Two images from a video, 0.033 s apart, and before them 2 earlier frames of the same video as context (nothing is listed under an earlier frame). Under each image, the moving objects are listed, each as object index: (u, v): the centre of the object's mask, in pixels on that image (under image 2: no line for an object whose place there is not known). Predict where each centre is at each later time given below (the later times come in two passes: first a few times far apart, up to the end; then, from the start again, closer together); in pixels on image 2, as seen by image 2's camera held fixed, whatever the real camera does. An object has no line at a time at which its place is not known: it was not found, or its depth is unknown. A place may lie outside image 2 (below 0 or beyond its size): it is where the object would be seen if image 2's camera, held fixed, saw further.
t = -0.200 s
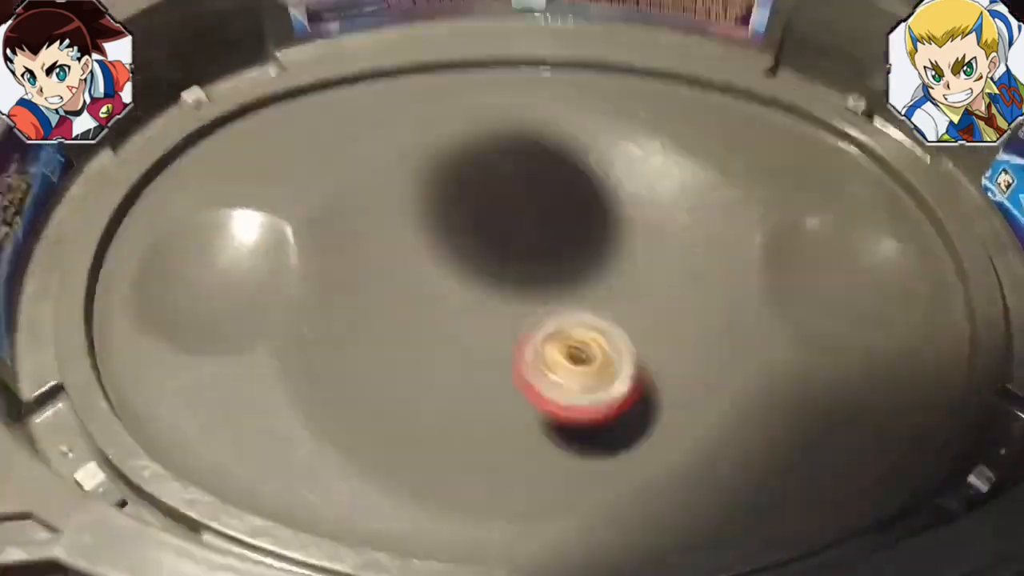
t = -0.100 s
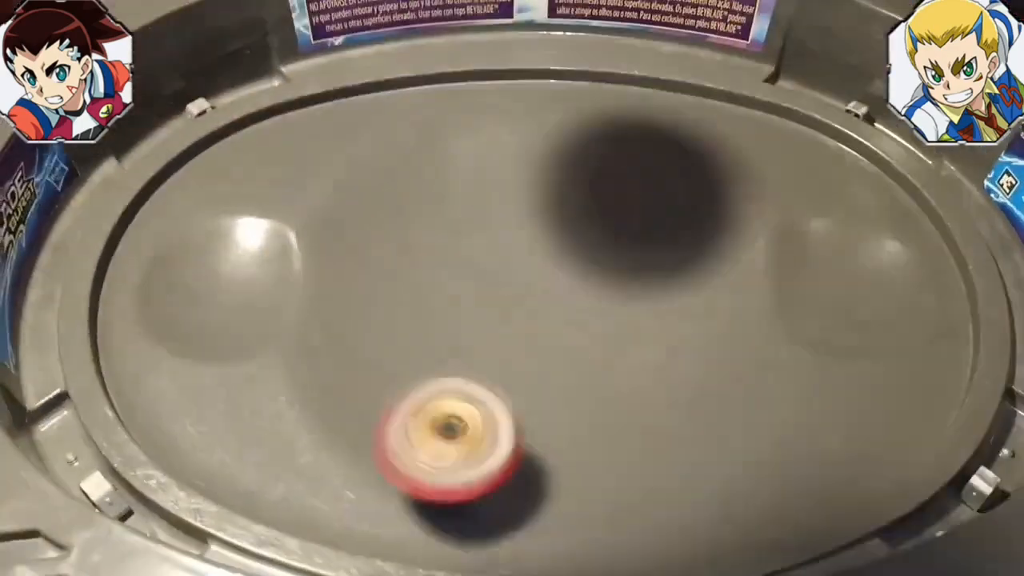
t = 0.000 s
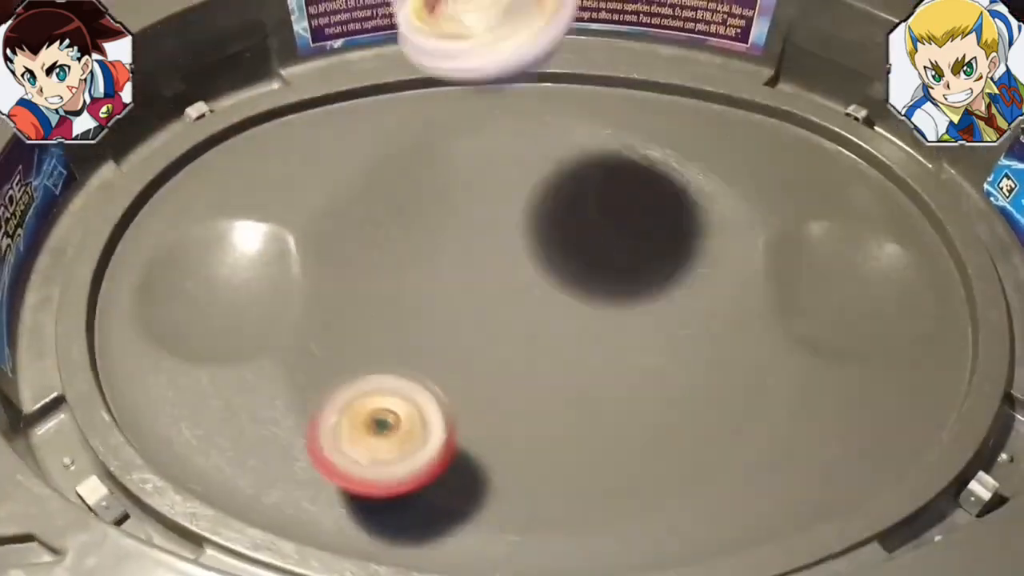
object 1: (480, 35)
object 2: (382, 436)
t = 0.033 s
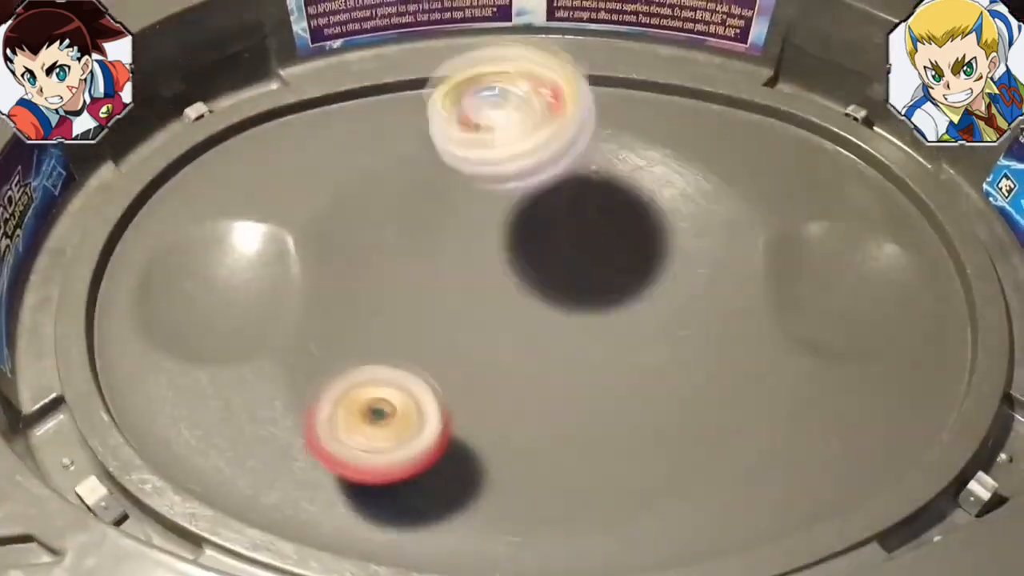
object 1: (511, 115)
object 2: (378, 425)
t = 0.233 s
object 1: (639, 299)
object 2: (428, 258)
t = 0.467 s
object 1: (858, 371)
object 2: (237, 51)
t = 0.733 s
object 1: (920, 365)
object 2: (239, 320)
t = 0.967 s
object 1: (899, 347)
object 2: (256, 376)
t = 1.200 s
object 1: (821, 332)
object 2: (554, 310)
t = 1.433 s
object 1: (599, 276)
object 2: (761, 104)
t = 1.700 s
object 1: (379, 270)
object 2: (684, 118)
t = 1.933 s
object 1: (470, 391)
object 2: (472, 266)
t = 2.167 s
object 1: (666, 345)
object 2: (453, 311)
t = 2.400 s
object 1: (630, 171)
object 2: (465, 361)
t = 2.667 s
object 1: (438, 227)
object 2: (597, 296)
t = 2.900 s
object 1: (488, 379)
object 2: (554, 236)
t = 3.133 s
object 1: (643, 335)
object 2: (494, 281)
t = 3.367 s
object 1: (584, 207)
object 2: (469, 367)
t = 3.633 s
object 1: (466, 260)
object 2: (538, 364)
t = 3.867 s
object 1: (432, 314)
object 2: (758, 335)
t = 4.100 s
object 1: (501, 336)
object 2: (888, 247)
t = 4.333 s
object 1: (563, 278)
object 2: (761, 272)
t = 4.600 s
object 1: (466, 219)
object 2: (534, 387)
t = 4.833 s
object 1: (453, 240)
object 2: (452, 455)
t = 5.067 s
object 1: (498, 234)
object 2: (493, 409)
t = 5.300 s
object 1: (593, 163)
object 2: (443, 406)
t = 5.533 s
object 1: (581, 198)
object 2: (504, 321)
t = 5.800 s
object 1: (611, 274)
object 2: (431, 363)
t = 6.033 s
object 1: (603, 326)
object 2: (439, 317)
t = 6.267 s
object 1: (585, 348)
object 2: (445, 207)
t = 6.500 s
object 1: (558, 333)
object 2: (535, 236)
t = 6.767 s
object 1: (468, 308)
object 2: (696, 236)
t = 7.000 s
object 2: (569, 361)
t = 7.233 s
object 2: (434, 395)
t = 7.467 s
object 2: (462, 332)
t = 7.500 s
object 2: (466, 320)
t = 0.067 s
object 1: (527, 214)
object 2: (382, 414)
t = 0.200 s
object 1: (575, 266)
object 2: (470, 316)
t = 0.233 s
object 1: (639, 299)
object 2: (428, 258)
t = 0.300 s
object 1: (741, 332)
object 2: (341, 148)
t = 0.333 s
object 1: (777, 343)
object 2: (308, 99)
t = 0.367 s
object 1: (801, 352)
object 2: (280, 74)
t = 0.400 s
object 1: (823, 360)
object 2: (259, 56)
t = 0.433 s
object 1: (839, 364)
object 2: (243, 38)
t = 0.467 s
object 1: (858, 371)
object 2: (237, 51)
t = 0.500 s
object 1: (871, 374)
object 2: (240, 89)
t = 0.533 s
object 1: (889, 379)
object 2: (245, 129)
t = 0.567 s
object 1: (902, 382)
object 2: (241, 134)
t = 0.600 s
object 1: (921, 384)
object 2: (244, 162)
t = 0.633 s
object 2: (251, 210)
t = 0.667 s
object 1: (923, 372)
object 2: (252, 248)
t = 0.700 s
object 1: (923, 371)
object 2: (245, 279)
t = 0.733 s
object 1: (920, 365)
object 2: (239, 320)
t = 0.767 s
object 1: (922, 364)
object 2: (232, 321)
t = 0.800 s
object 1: (920, 360)
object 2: (231, 339)
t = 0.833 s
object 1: (920, 358)
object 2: (229, 348)
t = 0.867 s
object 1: (915, 356)
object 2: (229, 356)
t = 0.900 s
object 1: (912, 352)
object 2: (235, 371)
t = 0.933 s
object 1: (907, 351)
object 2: (244, 376)
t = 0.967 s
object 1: (899, 347)
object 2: (256, 376)
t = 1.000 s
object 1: (893, 346)
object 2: (275, 372)
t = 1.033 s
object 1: (882, 343)
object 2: (298, 365)
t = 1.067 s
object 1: (873, 341)
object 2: (331, 360)
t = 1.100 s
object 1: (861, 340)
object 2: (377, 356)
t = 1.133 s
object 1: (849, 337)
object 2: (430, 349)
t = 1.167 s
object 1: (837, 336)
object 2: (492, 335)
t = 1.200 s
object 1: (821, 332)
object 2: (554, 310)
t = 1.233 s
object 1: (807, 330)
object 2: (608, 282)
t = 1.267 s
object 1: (786, 329)
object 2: (655, 249)
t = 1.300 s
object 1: (760, 324)
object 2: (692, 212)
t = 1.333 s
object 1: (726, 317)
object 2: (721, 175)
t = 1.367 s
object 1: (683, 306)
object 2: (737, 146)
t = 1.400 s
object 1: (641, 291)
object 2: (750, 127)
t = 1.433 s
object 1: (599, 276)
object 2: (761, 104)
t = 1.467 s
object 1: (558, 260)
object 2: (765, 93)
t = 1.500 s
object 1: (518, 247)
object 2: (757, 101)
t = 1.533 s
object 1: (480, 239)
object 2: (747, 106)
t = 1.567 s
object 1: (449, 234)
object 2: (736, 111)
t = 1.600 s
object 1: (426, 235)
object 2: (724, 114)
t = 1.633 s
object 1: (404, 242)
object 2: (713, 114)
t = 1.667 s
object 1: (389, 253)
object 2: (700, 114)
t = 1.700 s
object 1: (379, 270)
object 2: (684, 118)
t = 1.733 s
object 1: (374, 291)
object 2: (667, 122)
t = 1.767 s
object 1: (377, 310)
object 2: (645, 131)
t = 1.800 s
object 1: (383, 333)
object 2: (614, 148)
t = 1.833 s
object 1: (395, 352)
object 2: (578, 174)
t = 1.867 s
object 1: (413, 369)
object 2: (541, 204)
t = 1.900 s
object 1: (439, 383)
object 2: (504, 235)
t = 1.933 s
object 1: (470, 391)
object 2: (472, 266)
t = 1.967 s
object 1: (502, 400)
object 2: (444, 288)
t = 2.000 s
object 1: (542, 415)
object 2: (426, 285)
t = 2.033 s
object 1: (577, 415)
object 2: (417, 282)
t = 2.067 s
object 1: (610, 408)
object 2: (414, 285)
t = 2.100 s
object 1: (640, 394)
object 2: (420, 289)
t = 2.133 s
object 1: (657, 372)
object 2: (433, 298)
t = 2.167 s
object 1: (666, 345)
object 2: (453, 311)
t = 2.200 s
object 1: (666, 318)
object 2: (482, 323)
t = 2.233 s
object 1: (658, 293)
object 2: (517, 333)
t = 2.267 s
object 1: (666, 261)
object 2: (502, 344)
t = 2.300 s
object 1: (671, 230)
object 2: (483, 354)
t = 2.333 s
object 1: (665, 205)
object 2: (471, 358)
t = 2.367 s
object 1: (652, 185)
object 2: (464, 361)
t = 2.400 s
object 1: (630, 171)
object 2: (465, 361)
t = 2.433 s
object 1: (608, 165)
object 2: (473, 359)
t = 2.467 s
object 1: (581, 162)
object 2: (487, 355)
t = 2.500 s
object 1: (554, 164)
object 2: (506, 347)
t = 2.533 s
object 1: (528, 169)
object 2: (530, 337)
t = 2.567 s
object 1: (501, 178)
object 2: (552, 328)
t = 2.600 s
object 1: (477, 190)
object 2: (572, 316)
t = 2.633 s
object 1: (453, 206)
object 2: (587, 306)
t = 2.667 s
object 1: (438, 227)
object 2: (597, 296)
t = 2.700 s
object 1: (427, 249)
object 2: (600, 287)
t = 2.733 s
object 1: (423, 274)
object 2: (596, 279)
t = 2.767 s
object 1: (429, 299)
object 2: (589, 271)
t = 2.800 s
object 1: (441, 322)
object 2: (574, 267)
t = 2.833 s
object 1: (457, 342)
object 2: (559, 262)
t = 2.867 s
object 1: (469, 364)
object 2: (559, 246)
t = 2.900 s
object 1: (488, 379)
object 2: (554, 236)
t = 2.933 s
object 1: (511, 388)
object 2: (549, 230)
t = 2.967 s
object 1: (537, 391)
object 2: (542, 228)
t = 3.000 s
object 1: (563, 388)
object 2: (528, 231)
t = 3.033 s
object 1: (590, 381)
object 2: (517, 238)
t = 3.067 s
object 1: (612, 369)
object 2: (507, 249)
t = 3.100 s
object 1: (632, 353)
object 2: (499, 265)
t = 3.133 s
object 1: (643, 335)
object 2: (494, 281)
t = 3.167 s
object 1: (648, 314)
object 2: (492, 294)
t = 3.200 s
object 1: (645, 292)
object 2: (490, 305)
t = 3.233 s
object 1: (637, 274)
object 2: (491, 314)
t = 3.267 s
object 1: (621, 257)
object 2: (498, 322)
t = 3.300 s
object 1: (607, 242)
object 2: (501, 333)
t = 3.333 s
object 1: (597, 223)
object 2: (482, 352)
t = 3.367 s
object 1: (584, 207)
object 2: (469, 367)
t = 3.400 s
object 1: (570, 199)
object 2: (462, 377)
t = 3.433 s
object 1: (553, 197)
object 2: (462, 380)
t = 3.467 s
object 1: (539, 200)
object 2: (466, 386)
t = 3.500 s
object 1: (519, 208)
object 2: (474, 386)
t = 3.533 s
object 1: (502, 217)
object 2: (486, 384)
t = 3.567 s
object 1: (488, 229)
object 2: (503, 378)
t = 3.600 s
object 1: (475, 242)
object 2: (520, 372)
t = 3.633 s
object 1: (466, 260)
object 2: (538, 364)
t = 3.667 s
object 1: (453, 271)
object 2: (559, 366)
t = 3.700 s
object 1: (450, 285)
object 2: (579, 365)
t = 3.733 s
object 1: (451, 300)
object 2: (592, 361)
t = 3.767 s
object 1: (458, 314)
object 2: (604, 352)
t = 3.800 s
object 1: (446, 315)
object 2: (662, 354)
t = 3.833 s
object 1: (436, 314)
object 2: (716, 347)
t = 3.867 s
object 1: (432, 314)
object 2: (758, 335)
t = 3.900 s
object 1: (435, 317)
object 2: (789, 324)
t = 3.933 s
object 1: (443, 321)
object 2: (807, 312)
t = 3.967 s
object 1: (452, 326)
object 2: (826, 305)
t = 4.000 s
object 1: (462, 330)
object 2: (847, 290)
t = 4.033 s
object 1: (474, 334)
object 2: (862, 280)
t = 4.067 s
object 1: (487, 336)
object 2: (880, 263)
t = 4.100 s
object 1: (501, 336)
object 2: (888, 247)
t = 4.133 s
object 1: (515, 333)
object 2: (881, 234)
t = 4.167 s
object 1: (528, 327)
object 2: (863, 226)
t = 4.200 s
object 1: (541, 320)
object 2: (839, 224)
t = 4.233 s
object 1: (551, 312)
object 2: (815, 230)
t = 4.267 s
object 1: (558, 301)
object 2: (796, 238)
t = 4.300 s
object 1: (562, 290)
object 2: (776, 254)
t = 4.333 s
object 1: (563, 278)
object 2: (761, 272)
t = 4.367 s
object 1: (561, 266)
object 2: (733, 287)
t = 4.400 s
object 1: (557, 255)
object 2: (694, 302)
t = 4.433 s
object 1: (547, 244)
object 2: (664, 316)
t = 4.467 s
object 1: (531, 233)
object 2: (647, 349)
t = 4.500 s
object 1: (514, 224)
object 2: (618, 363)
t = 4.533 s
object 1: (497, 218)
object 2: (590, 378)
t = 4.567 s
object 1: (481, 217)
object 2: (561, 386)
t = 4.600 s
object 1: (466, 219)
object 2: (534, 387)
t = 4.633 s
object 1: (453, 226)
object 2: (509, 388)
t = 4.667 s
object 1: (441, 238)
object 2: (491, 379)
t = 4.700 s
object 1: (434, 252)
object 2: (474, 377)
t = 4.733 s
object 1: (437, 256)
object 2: (462, 395)
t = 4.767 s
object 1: (441, 248)
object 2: (454, 421)
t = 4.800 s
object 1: (446, 243)
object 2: (453, 438)
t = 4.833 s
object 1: (453, 240)
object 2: (452, 455)
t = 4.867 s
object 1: (459, 238)
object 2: (456, 461)
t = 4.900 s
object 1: (464, 237)
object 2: (460, 463)
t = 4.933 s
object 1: (471, 236)
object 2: (465, 460)
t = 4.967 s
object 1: (477, 235)
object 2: (469, 453)
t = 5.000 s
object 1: (484, 234)
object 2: (476, 443)
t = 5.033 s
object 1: (491, 234)
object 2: (483, 427)
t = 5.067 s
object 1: (498, 234)
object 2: (493, 409)
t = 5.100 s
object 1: (507, 235)
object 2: (505, 387)
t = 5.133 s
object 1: (515, 236)
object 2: (517, 364)
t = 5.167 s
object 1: (527, 232)
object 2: (516, 363)
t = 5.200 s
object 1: (552, 207)
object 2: (489, 378)
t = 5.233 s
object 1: (571, 187)
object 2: (463, 398)
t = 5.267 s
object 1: (585, 172)
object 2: (452, 403)
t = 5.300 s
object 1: (593, 163)
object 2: (443, 406)
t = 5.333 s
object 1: (597, 158)
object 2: (442, 404)
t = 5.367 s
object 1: (598, 157)
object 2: (448, 393)
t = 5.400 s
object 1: (597, 159)
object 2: (458, 383)
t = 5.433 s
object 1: (594, 165)
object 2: (467, 369)
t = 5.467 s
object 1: (590, 174)
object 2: (477, 356)
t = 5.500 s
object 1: (585, 184)
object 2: (493, 339)
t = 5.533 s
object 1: (581, 198)
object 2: (504, 321)
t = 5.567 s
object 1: (579, 213)
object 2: (512, 310)
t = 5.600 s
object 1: (585, 219)
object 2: (489, 314)
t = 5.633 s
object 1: (594, 227)
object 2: (461, 339)
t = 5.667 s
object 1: (601, 236)
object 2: (442, 349)
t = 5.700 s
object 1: (607, 245)
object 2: (428, 357)
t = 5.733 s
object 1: (609, 255)
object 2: (421, 364)
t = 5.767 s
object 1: (611, 265)
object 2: (426, 364)
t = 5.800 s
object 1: (611, 274)
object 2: (431, 363)
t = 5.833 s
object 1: (608, 281)
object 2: (447, 362)
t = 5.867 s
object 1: (602, 291)
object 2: (464, 353)
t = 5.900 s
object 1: (598, 301)
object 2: (480, 351)
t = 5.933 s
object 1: (601, 306)
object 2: (473, 339)
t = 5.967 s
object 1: (603, 314)
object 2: (453, 339)
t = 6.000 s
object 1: (604, 322)
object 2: (446, 325)
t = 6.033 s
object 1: (603, 326)
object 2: (439, 317)
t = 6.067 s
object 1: (596, 330)
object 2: (444, 303)
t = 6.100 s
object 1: (589, 333)
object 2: (446, 296)
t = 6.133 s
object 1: (582, 332)
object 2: (459, 284)
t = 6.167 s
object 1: (576, 331)
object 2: (463, 279)
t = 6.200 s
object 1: (583, 339)
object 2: (455, 248)
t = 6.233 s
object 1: (587, 345)
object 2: (446, 224)
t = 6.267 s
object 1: (585, 348)
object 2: (445, 207)
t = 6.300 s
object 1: (586, 346)
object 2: (445, 195)
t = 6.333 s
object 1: (584, 344)
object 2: (454, 191)
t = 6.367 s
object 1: (582, 343)
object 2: (466, 196)
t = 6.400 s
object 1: (576, 339)
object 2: (477, 200)
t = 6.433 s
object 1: (571, 335)
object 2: (494, 212)
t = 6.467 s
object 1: (566, 332)
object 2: (516, 227)
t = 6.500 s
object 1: (558, 333)
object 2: (535, 236)
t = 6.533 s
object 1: (547, 336)
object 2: (567, 224)
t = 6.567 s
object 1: (532, 339)
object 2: (599, 217)
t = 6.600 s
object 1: (517, 338)
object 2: (624, 215)
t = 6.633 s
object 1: (504, 333)
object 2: (648, 209)
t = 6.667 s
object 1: (493, 327)
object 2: (669, 212)
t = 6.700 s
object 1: (484, 322)
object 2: (684, 216)
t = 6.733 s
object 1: (474, 315)
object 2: (693, 224)
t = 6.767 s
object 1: (468, 308)
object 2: (696, 236)
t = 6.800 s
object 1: (463, 300)
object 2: (697, 254)
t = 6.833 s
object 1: (459, 293)
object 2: (691, 272)
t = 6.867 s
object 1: (454, 283)
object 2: (677, 294)
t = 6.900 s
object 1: (451, 276)
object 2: (657, 315)
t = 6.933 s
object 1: (449, 267)
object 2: (630, 333)
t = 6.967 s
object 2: (599, 348)
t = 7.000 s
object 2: (569, 361)
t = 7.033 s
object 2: (540, 375)
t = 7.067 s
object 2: (508, 385)
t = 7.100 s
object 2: (484, 392)
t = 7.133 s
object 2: (463, 396)
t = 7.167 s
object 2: (448, 396)
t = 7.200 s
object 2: (438, 396)
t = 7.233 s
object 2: (434, 395)
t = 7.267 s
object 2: (433, 390)
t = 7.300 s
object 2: (435, 383)
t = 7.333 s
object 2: (439, 376)
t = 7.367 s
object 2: (442, 366)
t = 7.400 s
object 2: (449, 355)
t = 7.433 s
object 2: (457, 344)
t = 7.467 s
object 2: (462, 332)
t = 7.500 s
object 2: (466, 320)
